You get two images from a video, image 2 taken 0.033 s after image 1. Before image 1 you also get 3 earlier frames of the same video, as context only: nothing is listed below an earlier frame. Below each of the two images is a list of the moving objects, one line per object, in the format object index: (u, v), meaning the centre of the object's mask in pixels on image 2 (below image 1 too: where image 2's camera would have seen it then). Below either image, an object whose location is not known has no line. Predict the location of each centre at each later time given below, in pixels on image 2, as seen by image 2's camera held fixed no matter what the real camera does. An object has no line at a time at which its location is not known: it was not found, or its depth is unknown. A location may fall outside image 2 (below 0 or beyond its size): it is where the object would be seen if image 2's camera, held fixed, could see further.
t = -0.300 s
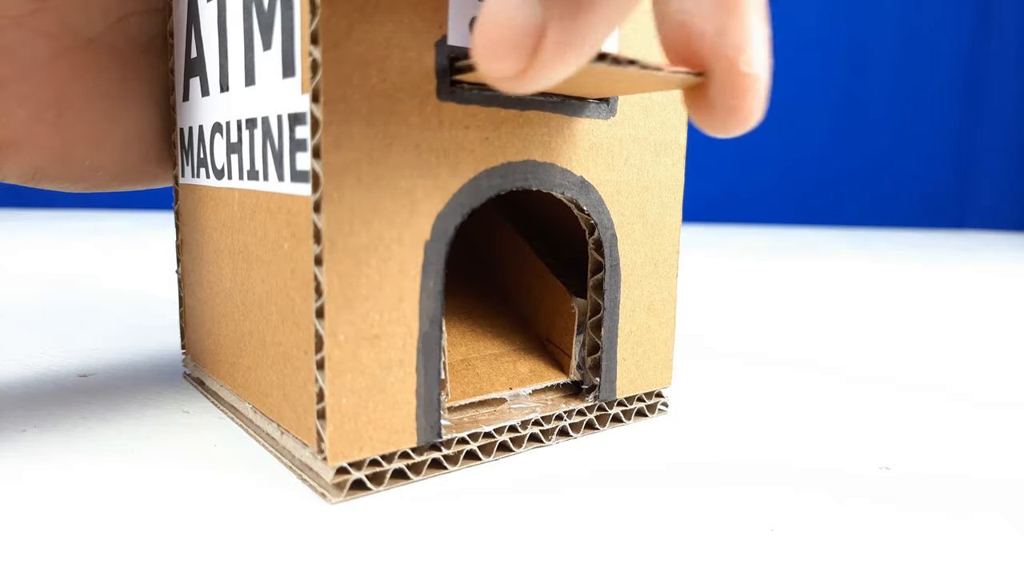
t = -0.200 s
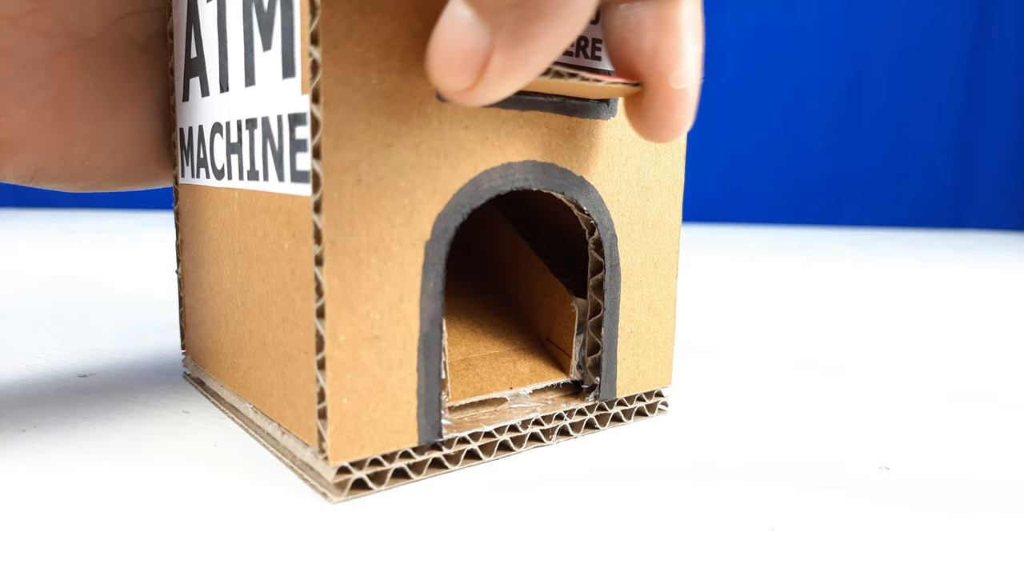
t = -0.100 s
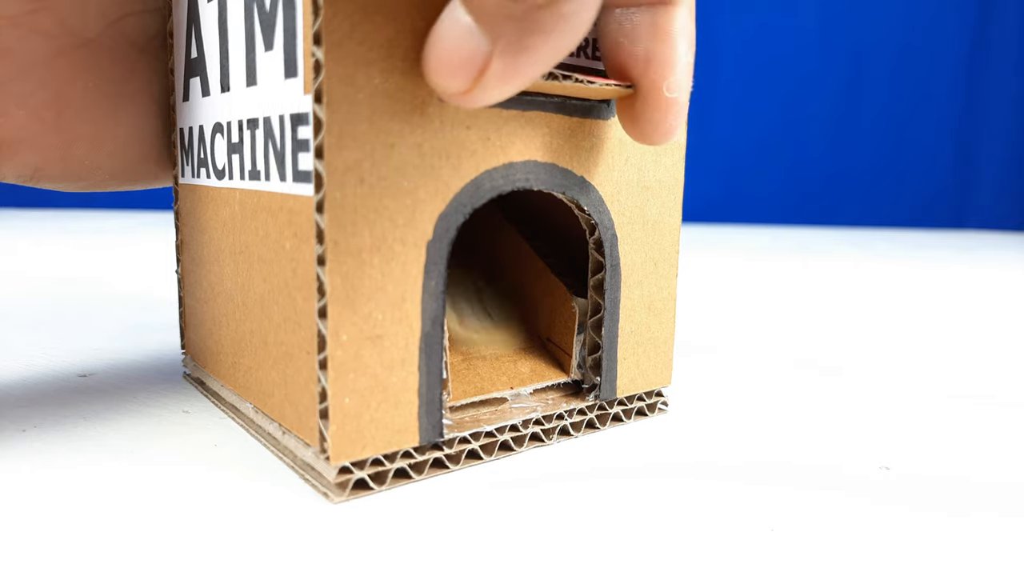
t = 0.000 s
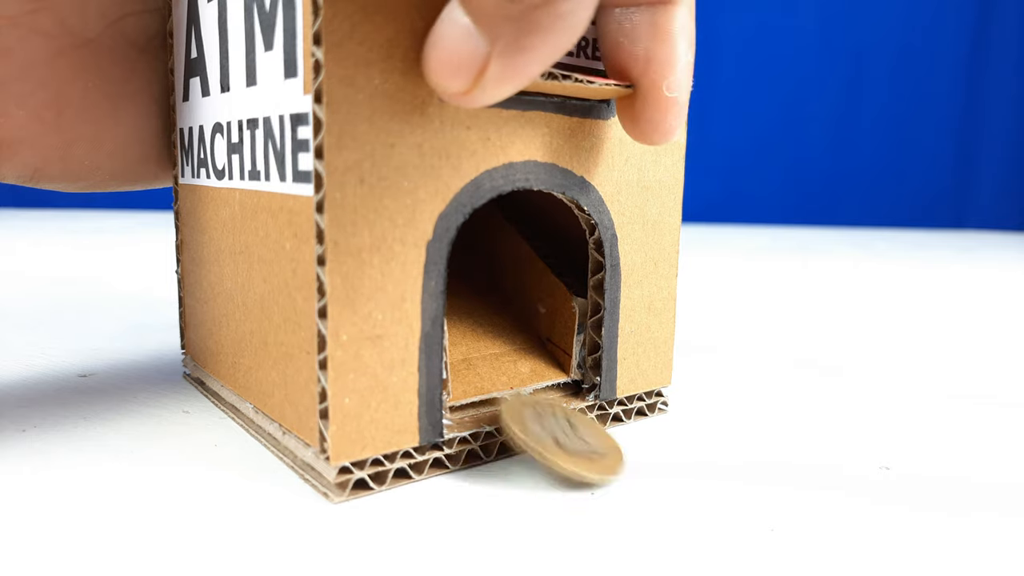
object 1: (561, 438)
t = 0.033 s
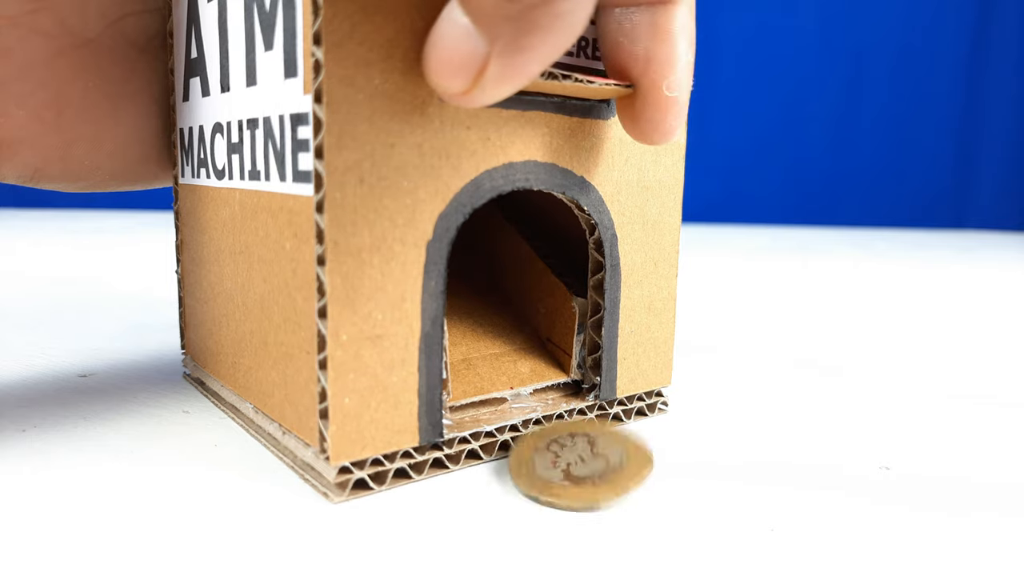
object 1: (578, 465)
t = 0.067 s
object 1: (575, 475)
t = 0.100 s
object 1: (573, 478)
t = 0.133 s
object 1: (574, 474)
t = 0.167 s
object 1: (576, 478)
